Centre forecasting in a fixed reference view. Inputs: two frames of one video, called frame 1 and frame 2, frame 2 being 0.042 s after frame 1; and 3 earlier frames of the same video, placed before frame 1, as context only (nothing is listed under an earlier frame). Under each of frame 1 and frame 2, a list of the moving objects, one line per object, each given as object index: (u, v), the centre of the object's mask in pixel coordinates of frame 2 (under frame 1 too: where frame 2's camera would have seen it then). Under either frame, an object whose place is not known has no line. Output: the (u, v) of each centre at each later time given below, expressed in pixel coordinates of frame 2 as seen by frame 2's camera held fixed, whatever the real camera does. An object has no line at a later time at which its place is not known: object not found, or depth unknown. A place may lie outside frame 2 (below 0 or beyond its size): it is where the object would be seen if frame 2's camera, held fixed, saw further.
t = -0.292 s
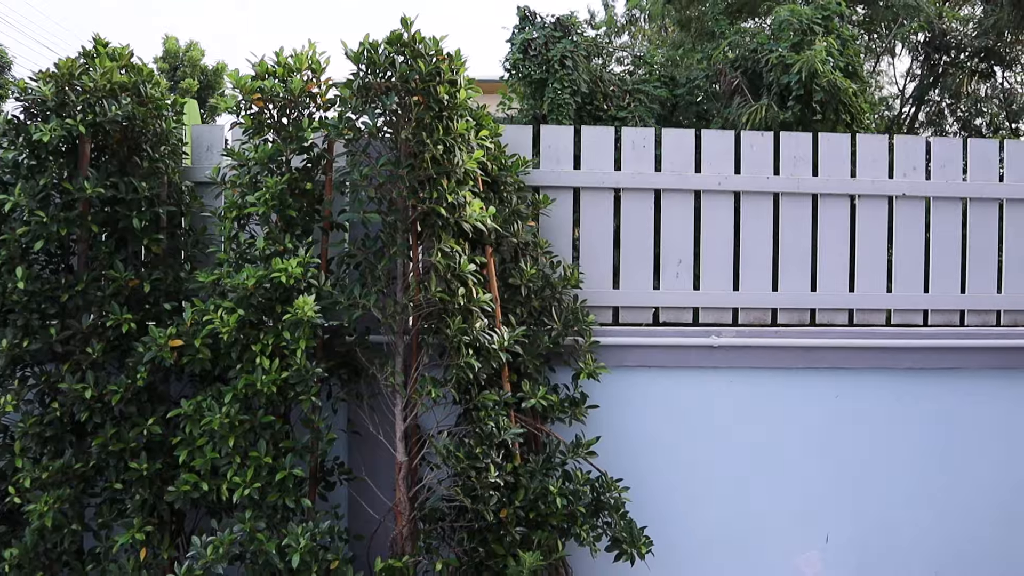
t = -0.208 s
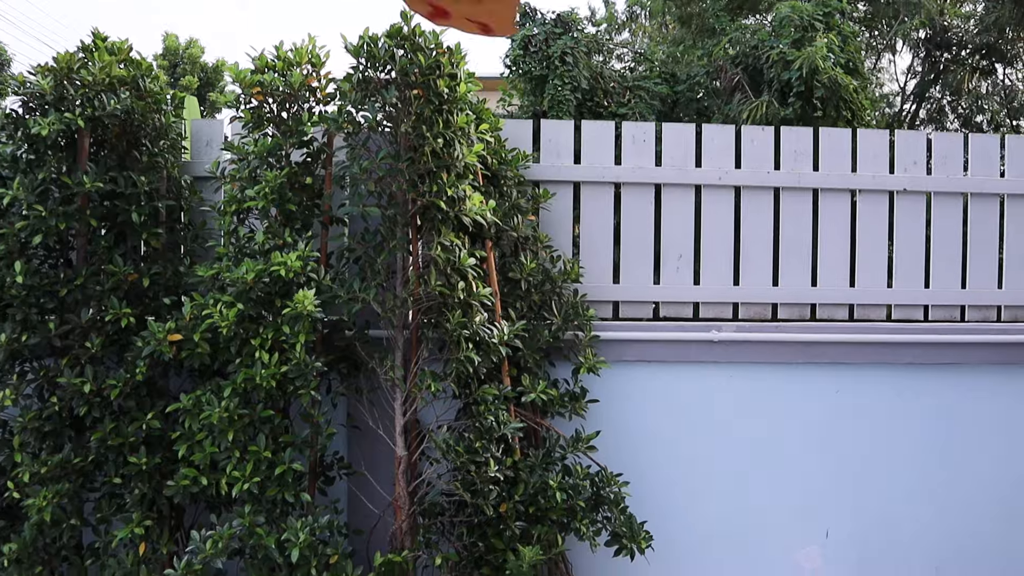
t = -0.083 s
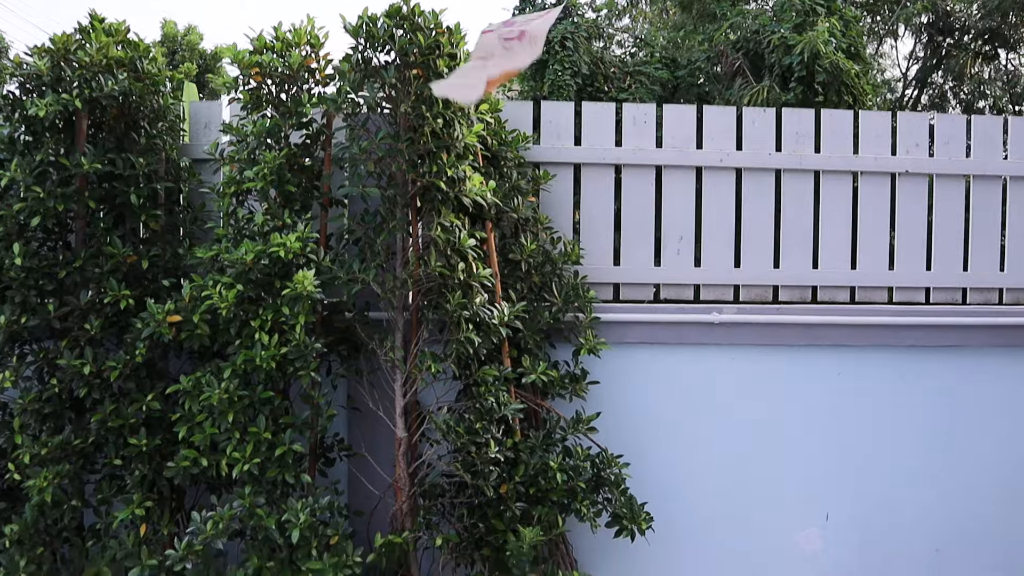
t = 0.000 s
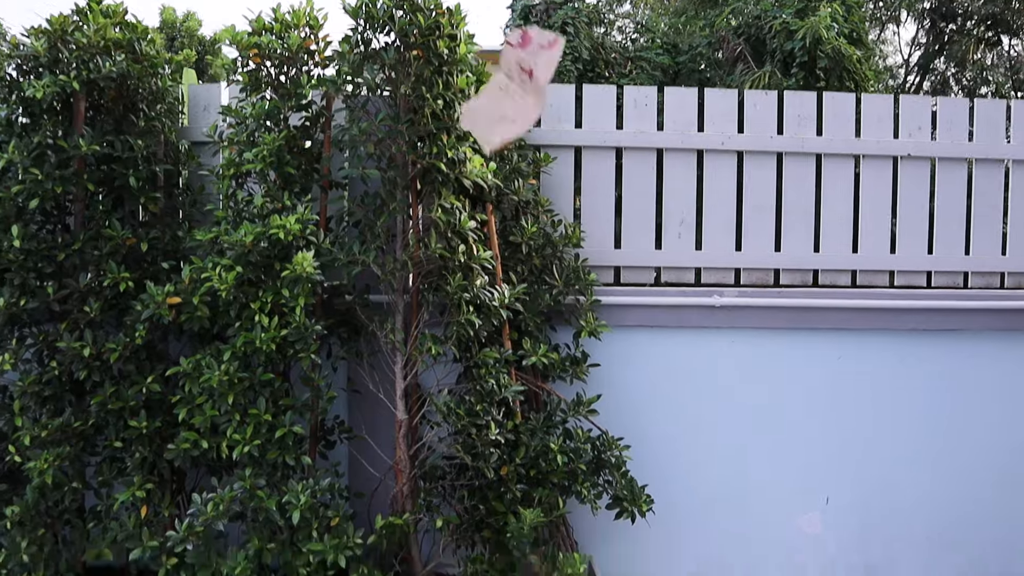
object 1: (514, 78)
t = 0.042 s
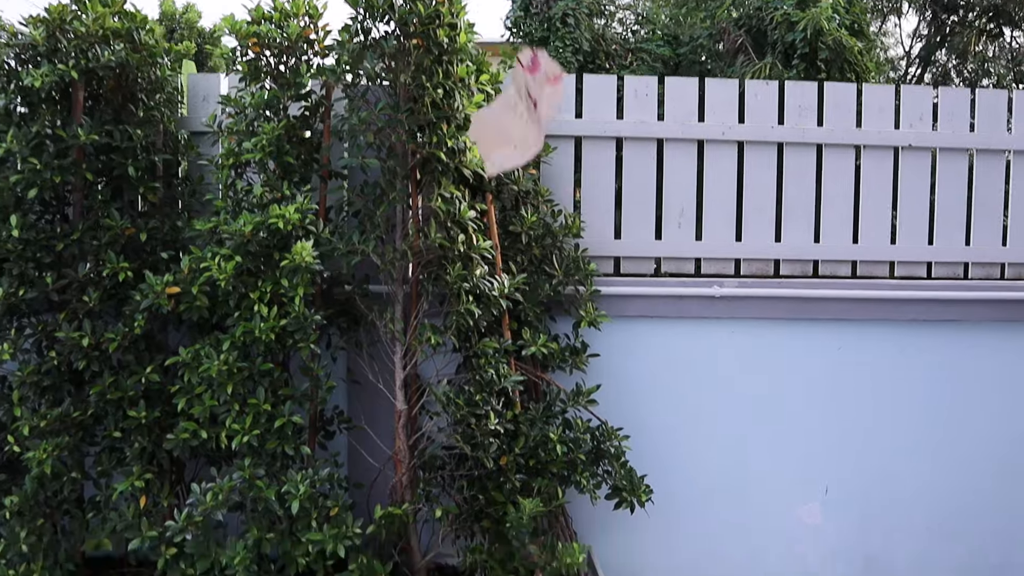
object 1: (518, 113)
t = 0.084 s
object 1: (521, 154)
